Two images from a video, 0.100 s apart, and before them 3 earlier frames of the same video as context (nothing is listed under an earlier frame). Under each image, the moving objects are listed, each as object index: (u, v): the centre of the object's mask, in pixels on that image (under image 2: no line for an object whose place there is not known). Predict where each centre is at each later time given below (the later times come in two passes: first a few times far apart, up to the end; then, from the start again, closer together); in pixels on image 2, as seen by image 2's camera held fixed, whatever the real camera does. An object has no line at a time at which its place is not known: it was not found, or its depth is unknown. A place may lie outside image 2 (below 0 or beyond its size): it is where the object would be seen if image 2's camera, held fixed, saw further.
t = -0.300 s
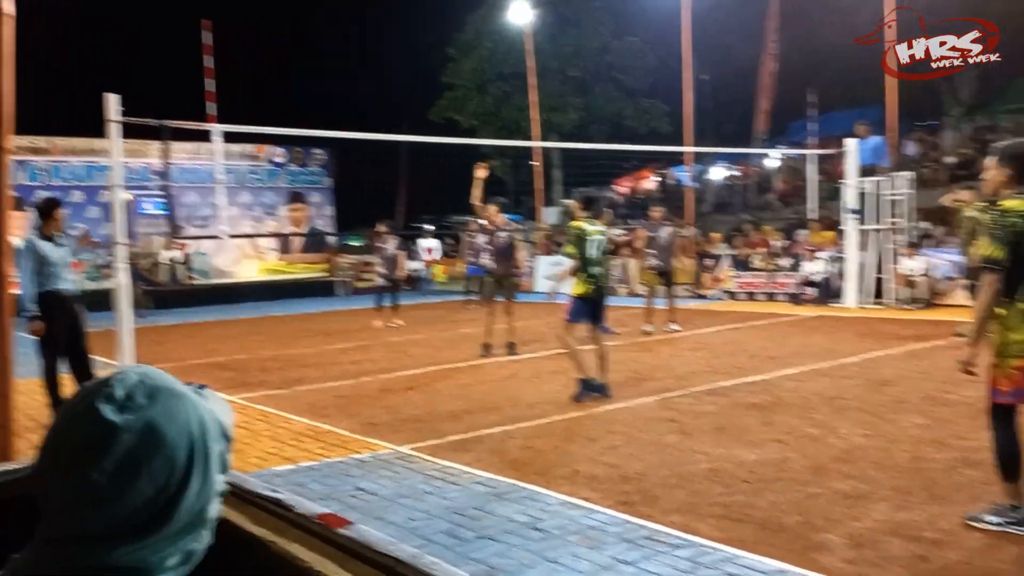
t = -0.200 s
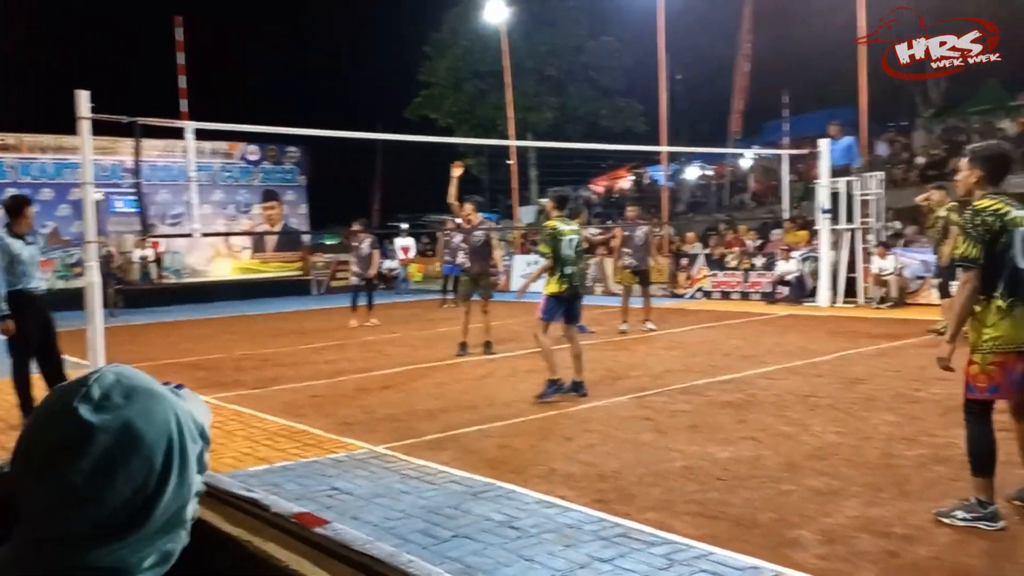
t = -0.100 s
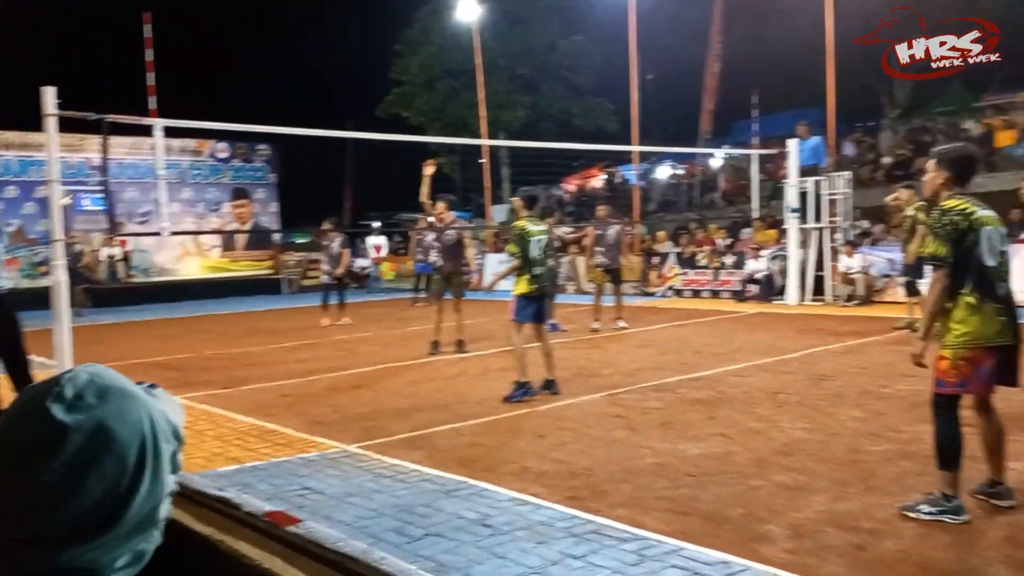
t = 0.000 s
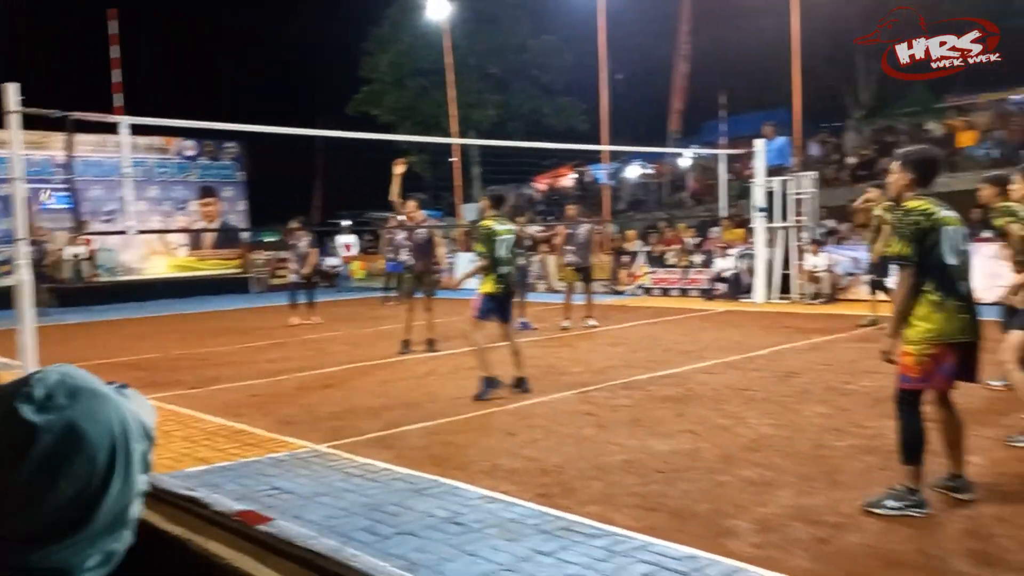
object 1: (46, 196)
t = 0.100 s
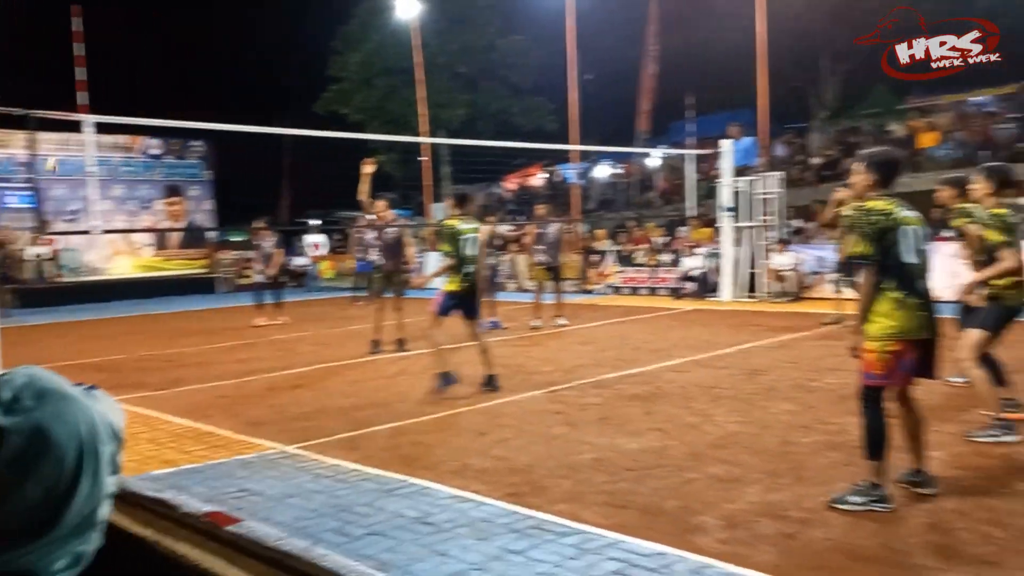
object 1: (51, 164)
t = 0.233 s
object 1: (119, 135)
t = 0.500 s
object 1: (273, 96)
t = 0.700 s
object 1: (424, 95)
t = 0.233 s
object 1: (119, 135)
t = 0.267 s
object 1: (133, 129)
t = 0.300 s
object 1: (155, 117)
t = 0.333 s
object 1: (171, 115)
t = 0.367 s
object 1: (190, 111)
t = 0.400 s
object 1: (209, 106)
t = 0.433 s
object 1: (229, 102)
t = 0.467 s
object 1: (251, 99)
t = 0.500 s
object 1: (273, 96)
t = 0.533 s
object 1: (295, 94)
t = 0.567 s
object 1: (319, 92)
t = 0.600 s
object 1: (344, 91)
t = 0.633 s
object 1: (370, 91)
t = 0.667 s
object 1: (397, 93)
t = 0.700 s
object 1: (424, 95)
